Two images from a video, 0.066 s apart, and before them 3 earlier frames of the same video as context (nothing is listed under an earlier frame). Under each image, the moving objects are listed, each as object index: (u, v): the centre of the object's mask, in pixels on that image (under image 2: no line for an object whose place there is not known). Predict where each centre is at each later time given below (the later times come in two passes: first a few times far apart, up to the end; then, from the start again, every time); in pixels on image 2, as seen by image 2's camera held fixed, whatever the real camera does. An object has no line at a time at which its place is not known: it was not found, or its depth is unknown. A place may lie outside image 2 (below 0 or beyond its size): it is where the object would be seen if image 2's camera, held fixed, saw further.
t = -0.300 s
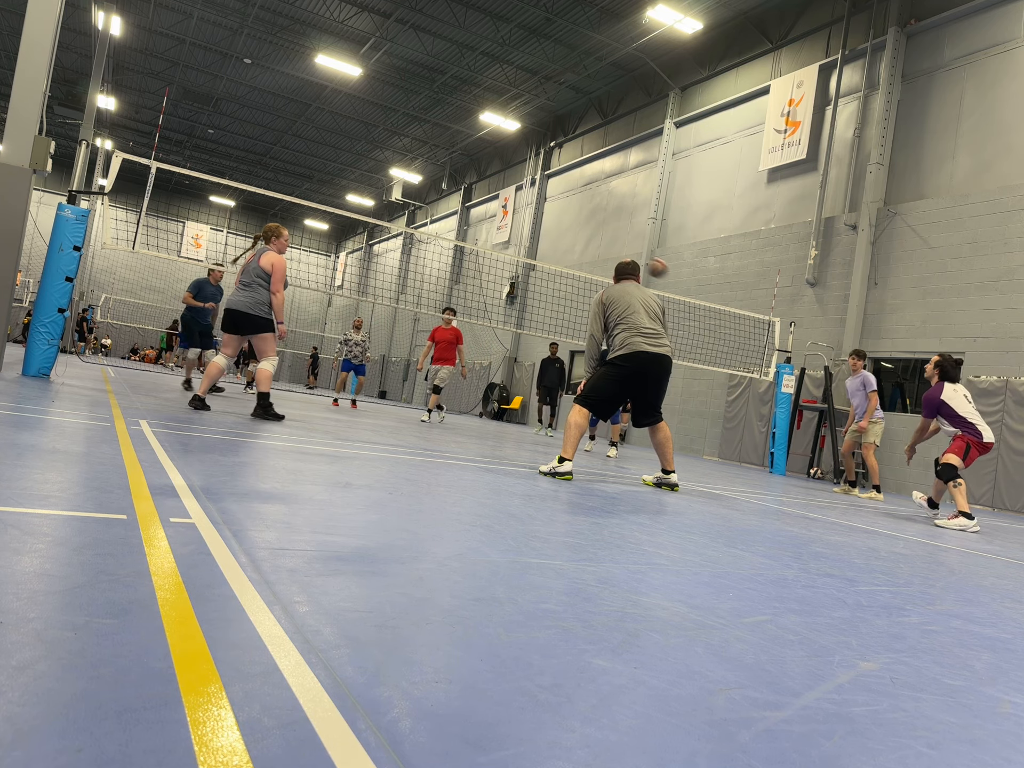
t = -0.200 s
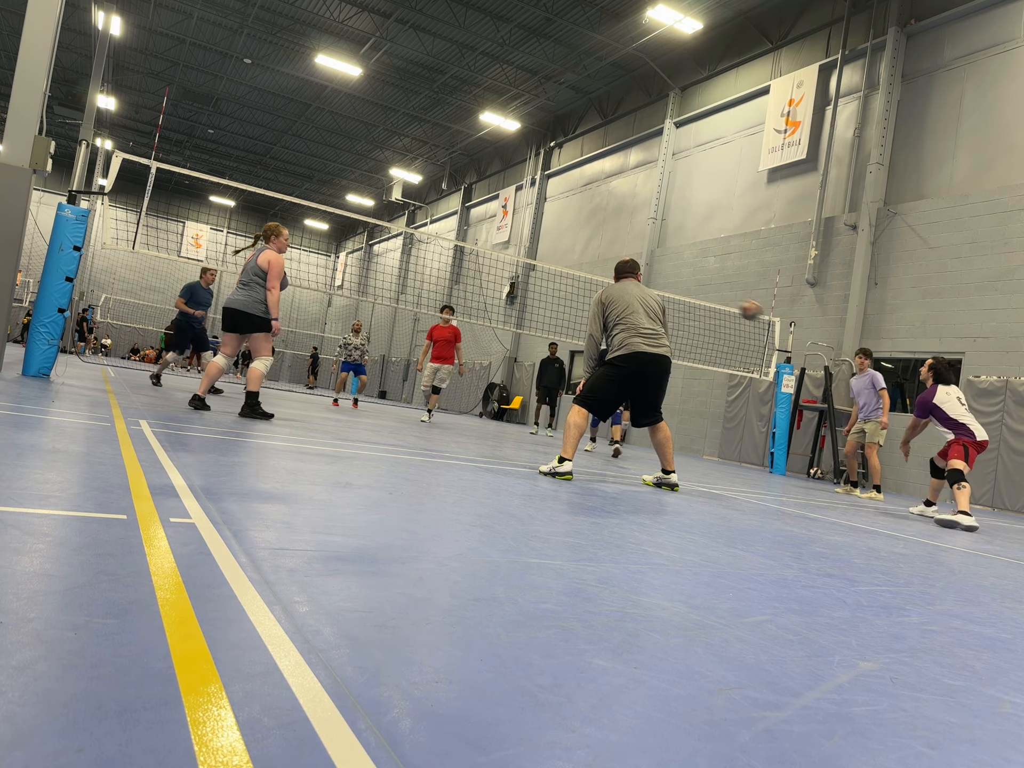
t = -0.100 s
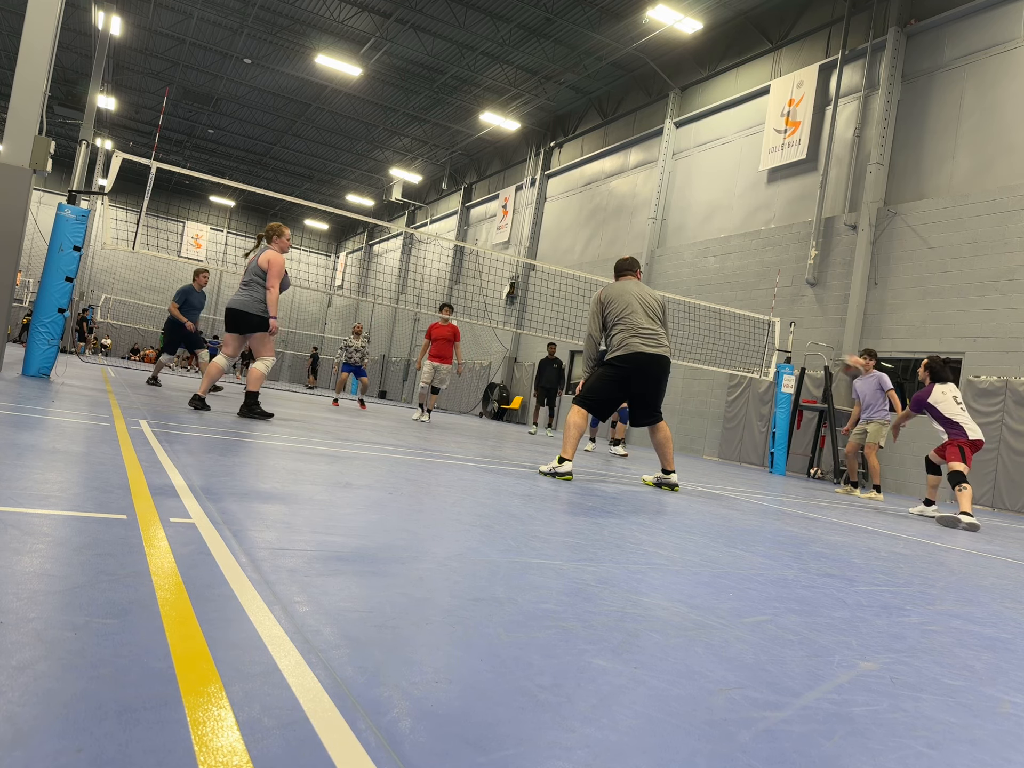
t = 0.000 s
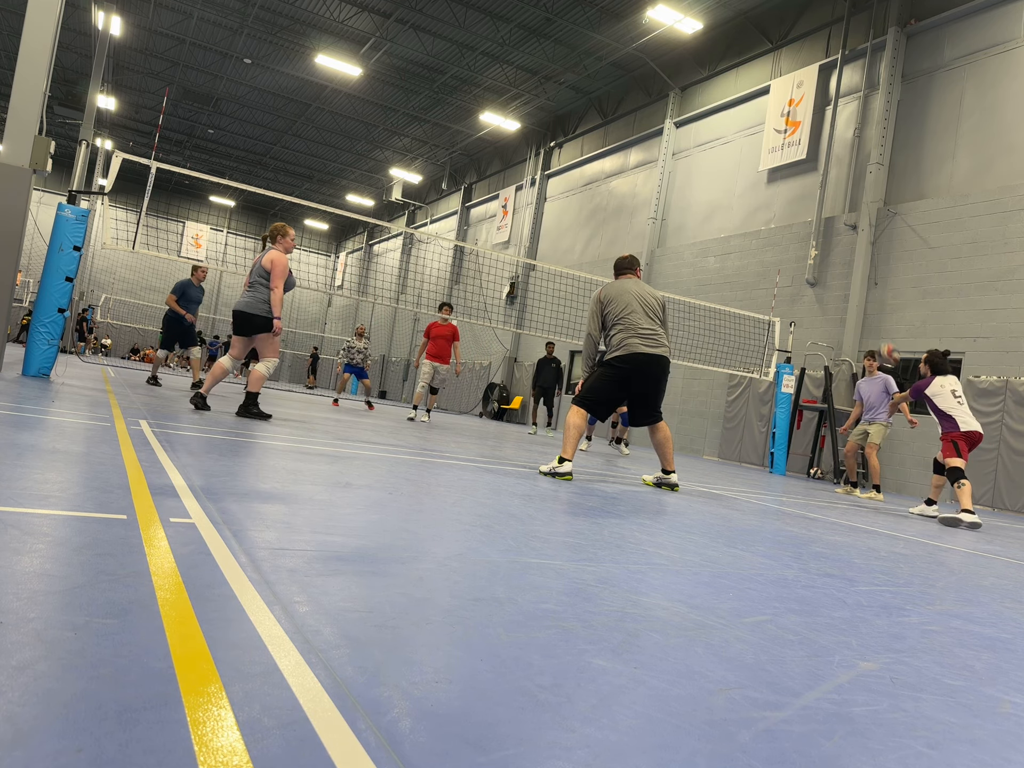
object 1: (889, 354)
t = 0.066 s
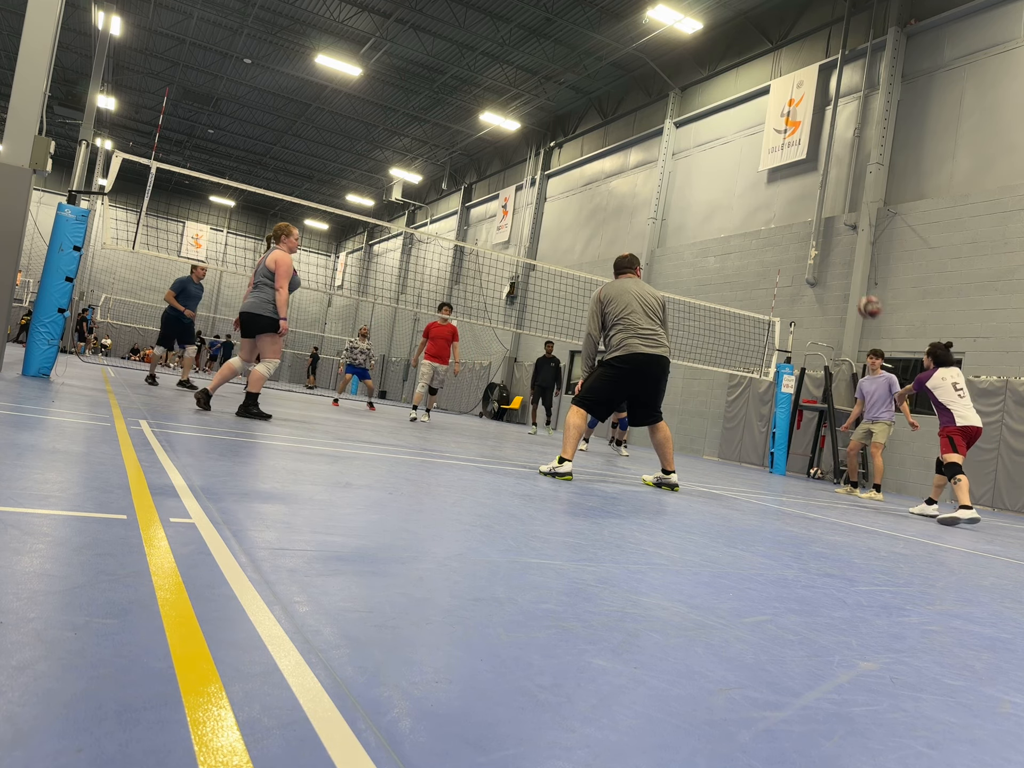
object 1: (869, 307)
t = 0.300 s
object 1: (804, 184)
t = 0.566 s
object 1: (729, 115)
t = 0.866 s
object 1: (640, 119)
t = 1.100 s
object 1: (568, 177)
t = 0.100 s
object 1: (859, 286)
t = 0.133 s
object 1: (850, 265)
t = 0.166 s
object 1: (841, 246)
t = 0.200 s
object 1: (832, 228)
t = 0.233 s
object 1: (823, 212)
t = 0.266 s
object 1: (814, 197)
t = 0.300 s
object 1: (804, 184)
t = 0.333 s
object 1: (796, 171)
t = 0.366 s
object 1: (786, 160)
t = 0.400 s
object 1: (776, 150)
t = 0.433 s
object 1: (766, 140)
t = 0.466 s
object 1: (757, 132)
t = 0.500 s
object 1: (748, 125)
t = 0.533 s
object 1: (738, 119)
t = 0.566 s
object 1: (729, 115)
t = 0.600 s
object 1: (719, 111)
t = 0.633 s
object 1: (709, 109)
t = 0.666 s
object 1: (700, 107)
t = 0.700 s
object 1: (690, 106)
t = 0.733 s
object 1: (680, 107)
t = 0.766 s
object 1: (670, 109)
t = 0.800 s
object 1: (661, 111)
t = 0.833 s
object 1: (651, 115)
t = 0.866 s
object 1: (640, 119)
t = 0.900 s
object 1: (630, 124)
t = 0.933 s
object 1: (620, 131)
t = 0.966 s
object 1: (610, 138)
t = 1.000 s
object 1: (600, 147)
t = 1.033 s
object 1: (589, 156)
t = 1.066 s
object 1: (579, 166)
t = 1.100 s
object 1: (568, 177)
